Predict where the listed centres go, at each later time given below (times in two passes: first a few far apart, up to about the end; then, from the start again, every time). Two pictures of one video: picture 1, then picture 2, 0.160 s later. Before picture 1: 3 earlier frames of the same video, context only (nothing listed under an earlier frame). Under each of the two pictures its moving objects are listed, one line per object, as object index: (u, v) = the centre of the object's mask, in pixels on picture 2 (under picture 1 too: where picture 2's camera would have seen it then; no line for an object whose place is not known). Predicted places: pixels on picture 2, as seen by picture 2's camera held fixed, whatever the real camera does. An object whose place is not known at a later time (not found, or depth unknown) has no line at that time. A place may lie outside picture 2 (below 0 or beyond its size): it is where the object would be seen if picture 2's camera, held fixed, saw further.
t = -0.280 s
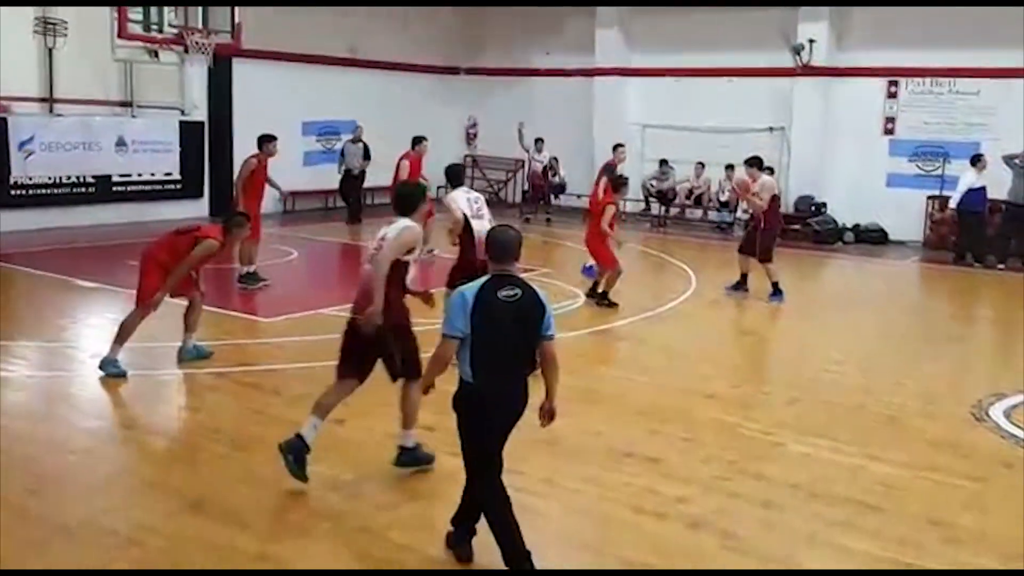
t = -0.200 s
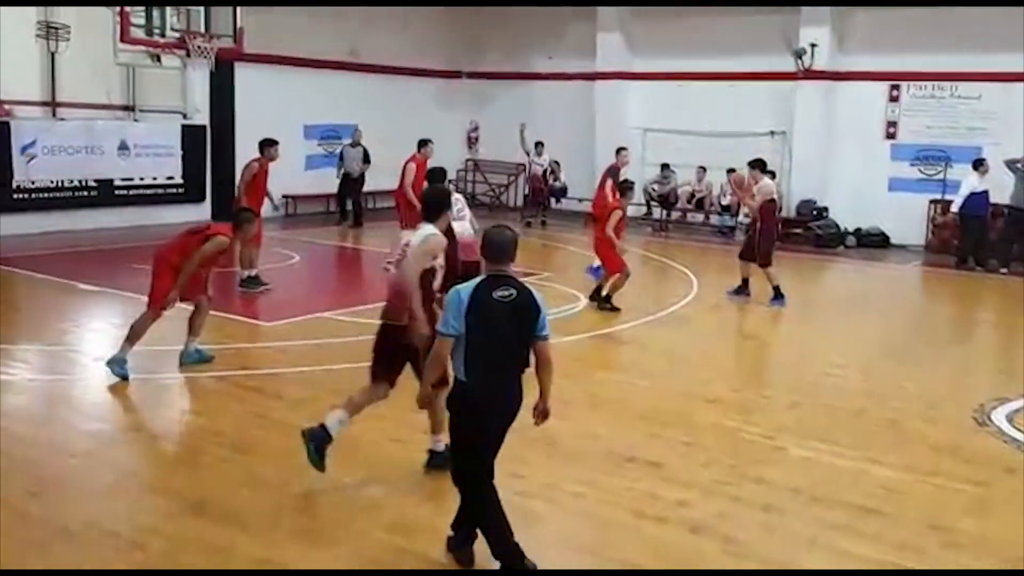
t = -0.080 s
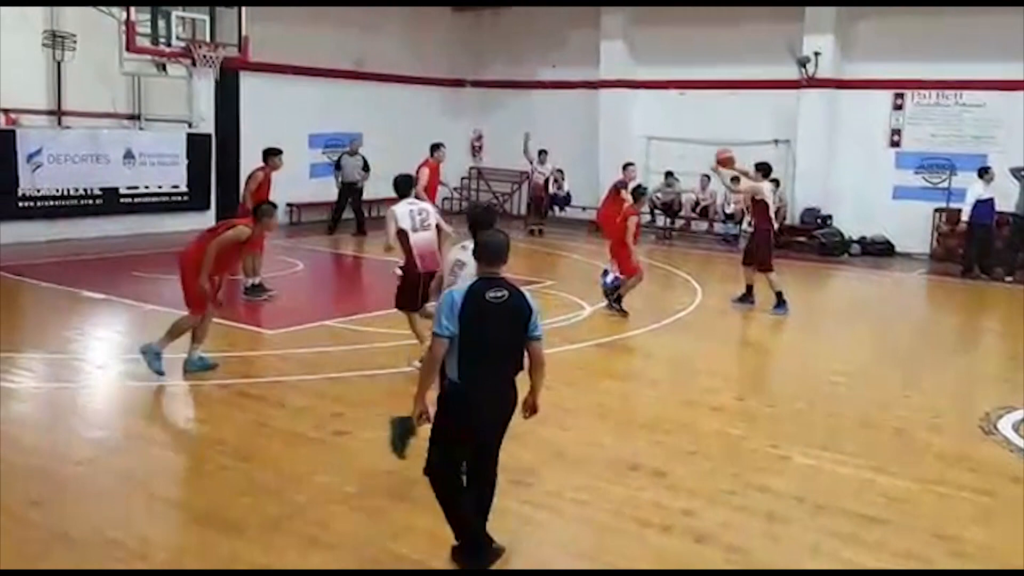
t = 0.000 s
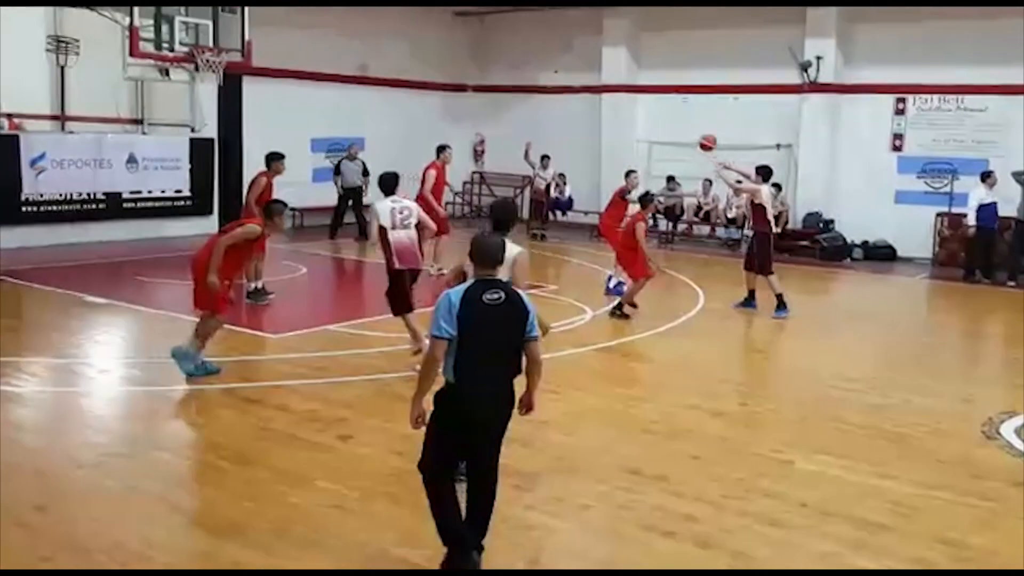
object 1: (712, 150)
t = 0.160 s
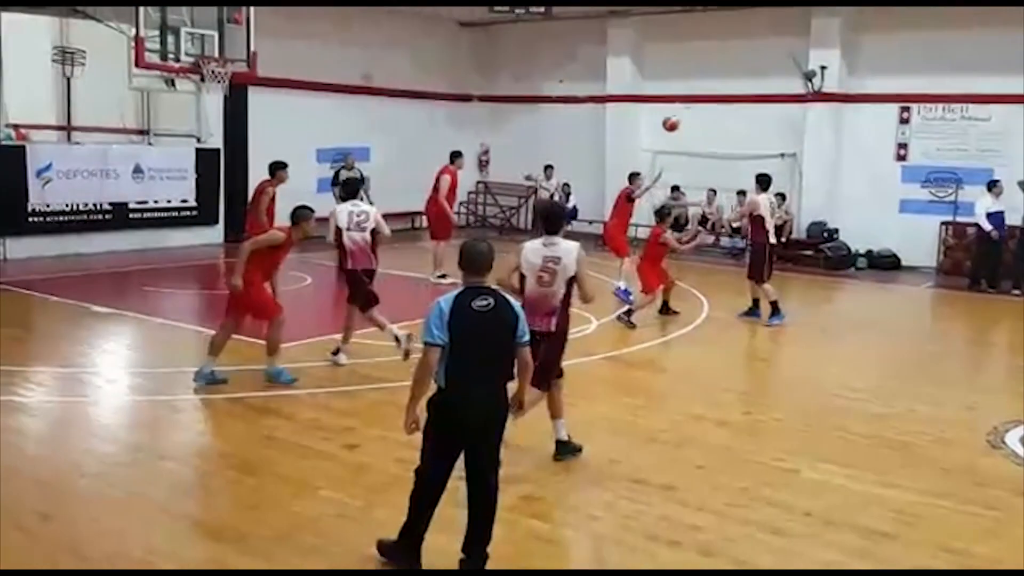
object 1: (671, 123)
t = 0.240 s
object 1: (652, 115)
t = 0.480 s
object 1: (607, 126)
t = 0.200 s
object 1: (663, 119)
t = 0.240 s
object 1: (652, 115)
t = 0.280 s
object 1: (645, 115)
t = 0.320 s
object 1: (635, 115)
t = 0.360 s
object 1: (629, 116)
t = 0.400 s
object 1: (622, 119)
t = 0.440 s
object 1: (612, 122)
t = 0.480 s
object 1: (607, 126)
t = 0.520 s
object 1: (597, 131)
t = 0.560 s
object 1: (591, 136)
